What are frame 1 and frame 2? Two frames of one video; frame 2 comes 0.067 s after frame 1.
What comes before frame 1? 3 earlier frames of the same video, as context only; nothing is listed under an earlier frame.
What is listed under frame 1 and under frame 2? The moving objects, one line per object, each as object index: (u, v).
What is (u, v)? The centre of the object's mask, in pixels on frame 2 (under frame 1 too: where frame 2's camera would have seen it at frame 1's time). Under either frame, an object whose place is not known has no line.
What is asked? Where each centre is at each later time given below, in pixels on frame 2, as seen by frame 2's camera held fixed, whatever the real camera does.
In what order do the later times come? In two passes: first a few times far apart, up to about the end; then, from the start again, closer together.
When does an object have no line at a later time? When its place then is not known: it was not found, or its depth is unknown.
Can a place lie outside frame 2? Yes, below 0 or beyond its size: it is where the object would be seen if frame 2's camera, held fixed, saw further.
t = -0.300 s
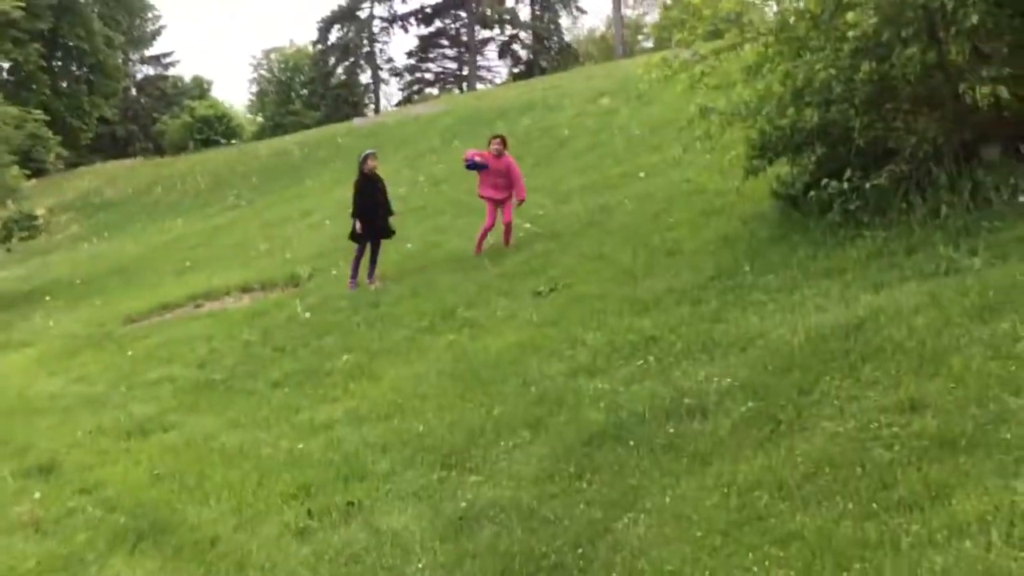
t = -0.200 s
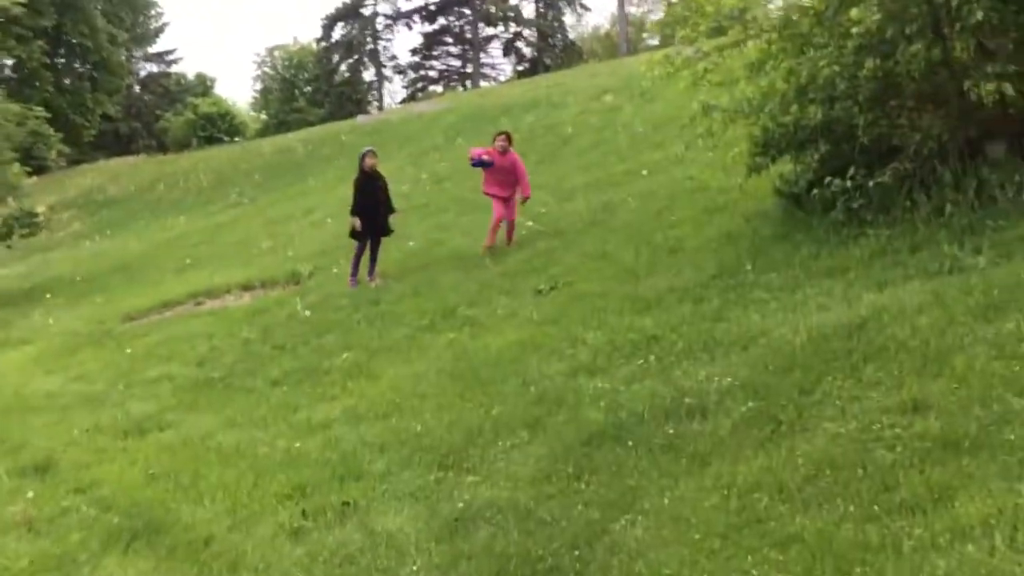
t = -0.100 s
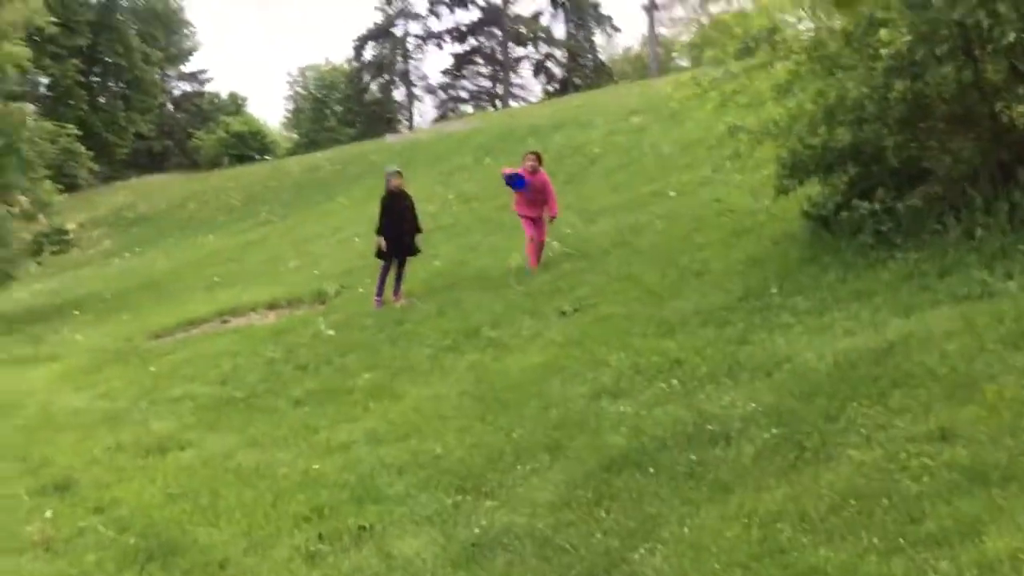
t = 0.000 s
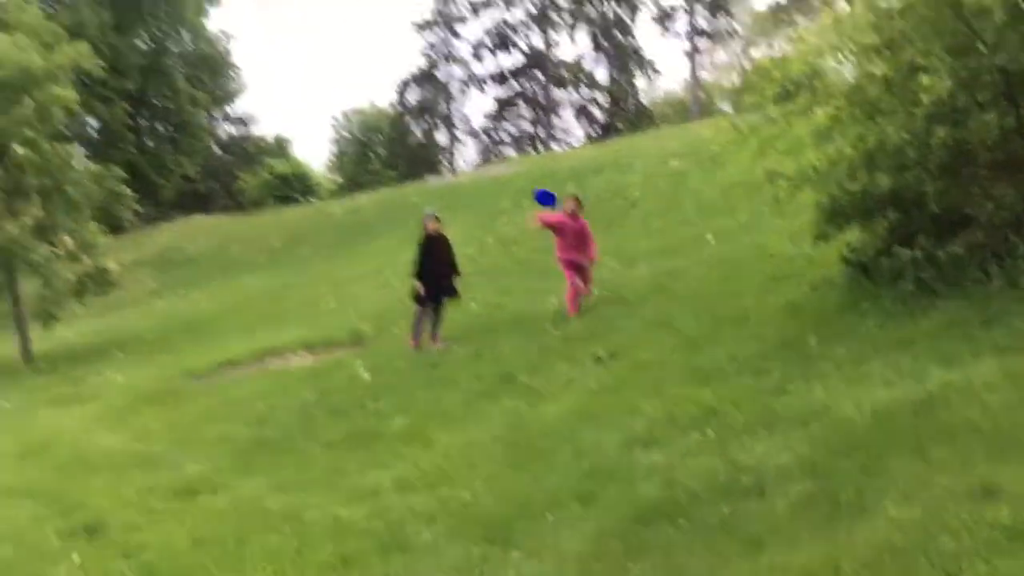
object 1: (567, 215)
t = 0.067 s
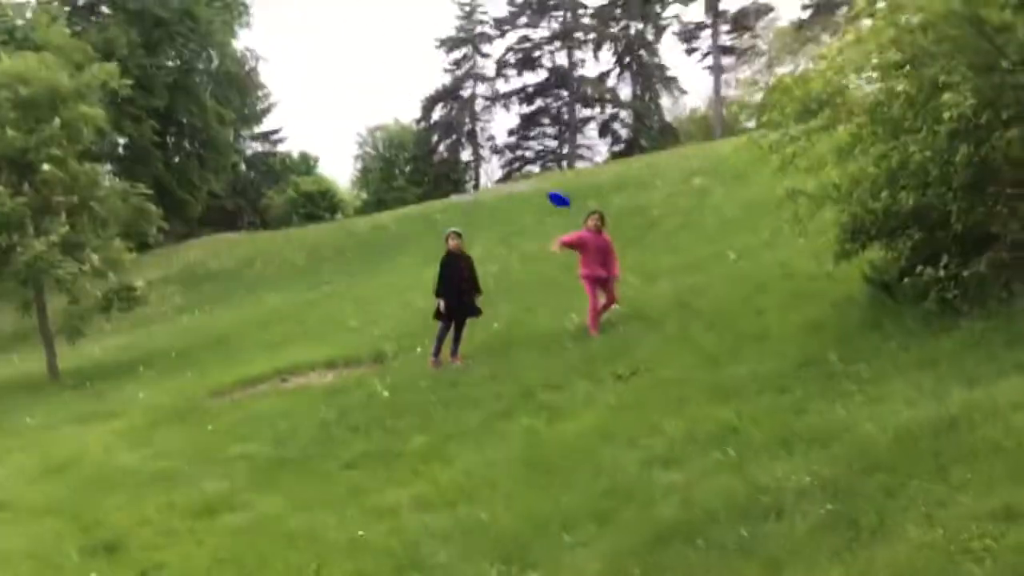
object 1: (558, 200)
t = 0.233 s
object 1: (541, 168)
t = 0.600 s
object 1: (532, 164)
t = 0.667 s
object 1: (538, 174)
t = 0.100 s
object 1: (556, 193)
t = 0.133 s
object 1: (552, 186)
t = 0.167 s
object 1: (549, 180)
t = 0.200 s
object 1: (545, 174)
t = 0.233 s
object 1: (541, 168)
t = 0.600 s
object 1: (532, 164)
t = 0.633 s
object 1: (535, 169)
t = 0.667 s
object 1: (538, 174)
